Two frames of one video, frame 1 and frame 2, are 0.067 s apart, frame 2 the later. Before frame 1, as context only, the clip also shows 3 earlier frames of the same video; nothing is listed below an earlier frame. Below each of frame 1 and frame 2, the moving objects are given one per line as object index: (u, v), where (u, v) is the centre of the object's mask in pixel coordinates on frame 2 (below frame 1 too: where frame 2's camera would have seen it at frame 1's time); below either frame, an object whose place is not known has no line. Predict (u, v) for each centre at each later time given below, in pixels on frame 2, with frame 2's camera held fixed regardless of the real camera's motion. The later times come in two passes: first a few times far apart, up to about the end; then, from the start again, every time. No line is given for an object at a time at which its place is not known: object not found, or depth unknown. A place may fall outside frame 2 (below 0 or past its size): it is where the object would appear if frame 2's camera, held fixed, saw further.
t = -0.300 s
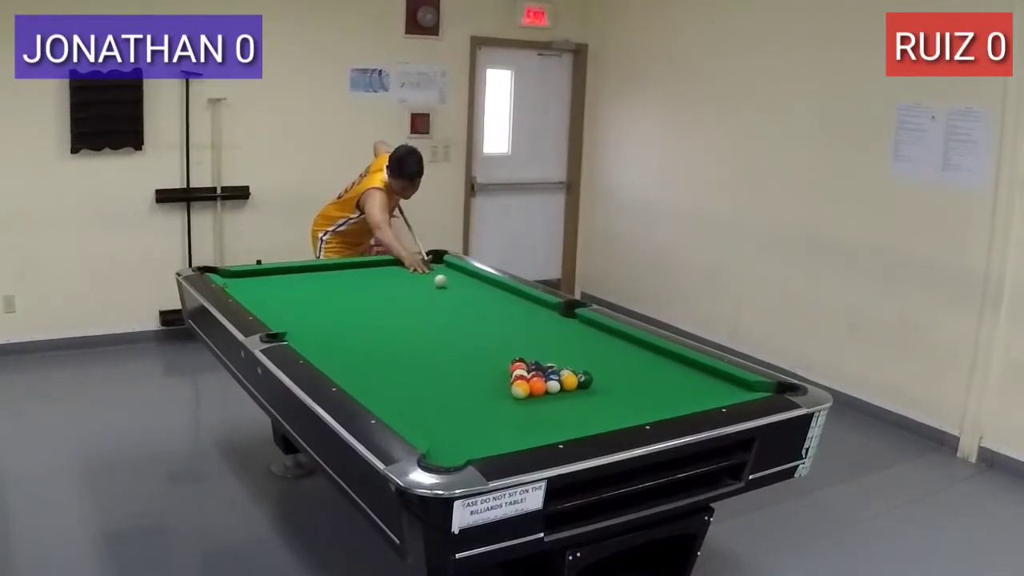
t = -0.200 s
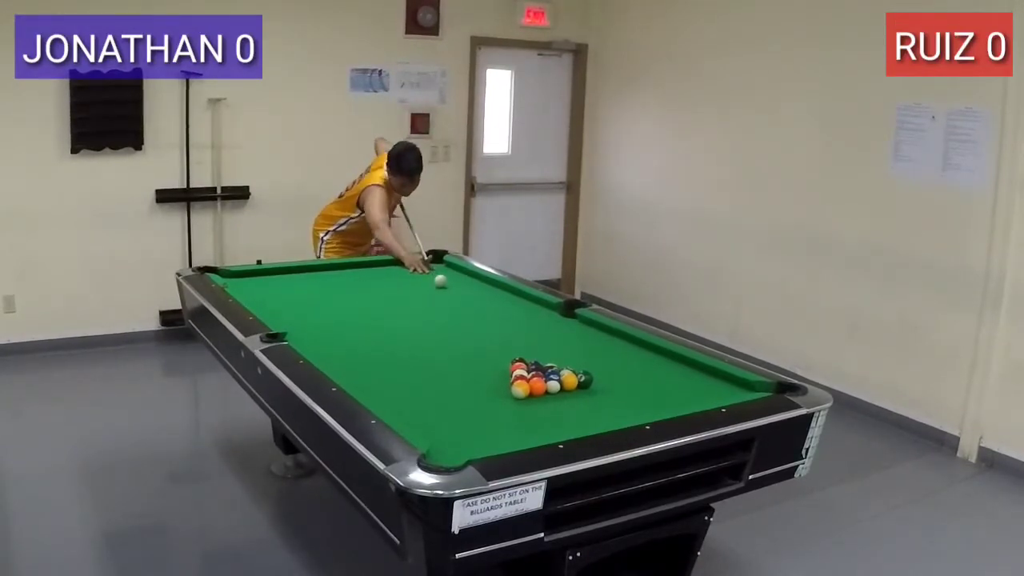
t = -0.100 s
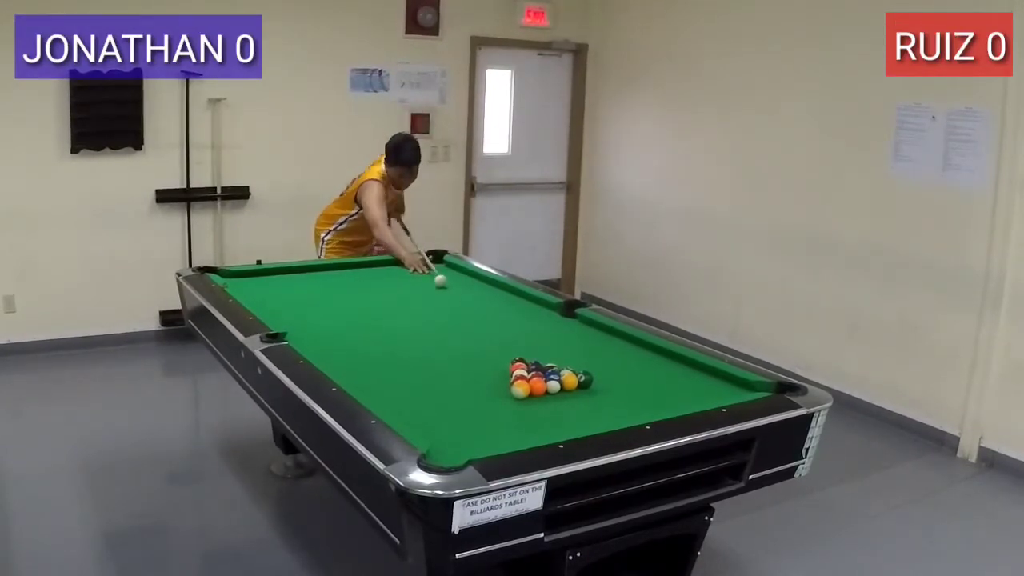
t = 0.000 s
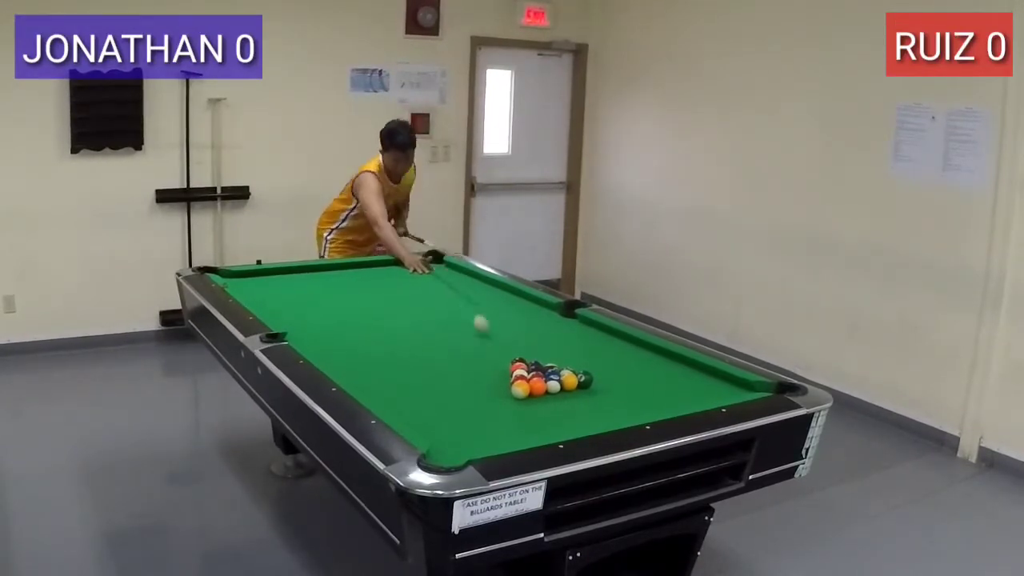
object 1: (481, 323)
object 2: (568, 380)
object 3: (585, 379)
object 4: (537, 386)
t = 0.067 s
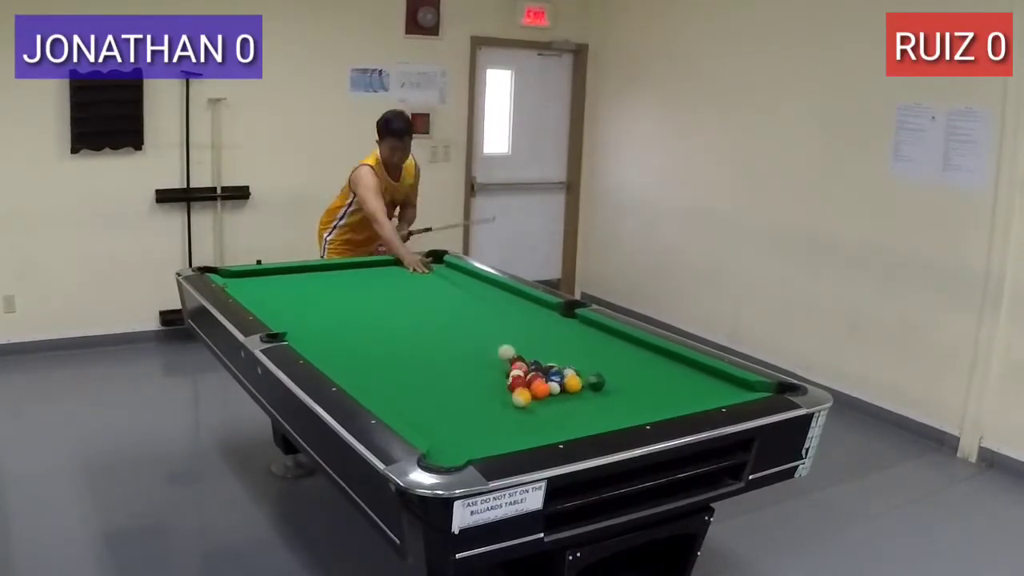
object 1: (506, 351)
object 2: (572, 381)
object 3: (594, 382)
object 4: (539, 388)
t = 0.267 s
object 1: (434, 338)
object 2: (614, 407)
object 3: (713, 395)
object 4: (571, 419)
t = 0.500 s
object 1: (358, 353)
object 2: (625, 410)
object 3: (703, 371)
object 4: (559, 420)
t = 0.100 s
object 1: (495, 341)
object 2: (580, 388)
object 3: (622, 386)
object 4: (545, 395)
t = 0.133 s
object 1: (483, 334)
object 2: (587, 392)
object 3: (647, 391)
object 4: (551, 400)
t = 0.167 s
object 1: (471, 330)
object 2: (595, 396)
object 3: (672, 395)
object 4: (555, 405)
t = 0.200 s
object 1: (458, 330)
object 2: (601, 400)
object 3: (695, 398)
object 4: (560, 409)
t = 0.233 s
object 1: (446, 332)
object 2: (608, 403)
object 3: (713, 397)
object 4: (565, 414)
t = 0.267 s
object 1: (434, 338)
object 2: (614, 407)
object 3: (713, 395)
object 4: (571, 419)
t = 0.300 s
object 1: (422, 347)
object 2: (621, 410)
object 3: (711, 393)
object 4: (576, 422)
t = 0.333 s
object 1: (410, 351)
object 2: (627, 413)
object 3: (709, 389)
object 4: (580, 425)
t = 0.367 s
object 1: (399, 348)
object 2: (634, 415)
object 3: (708, 385)
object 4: (578, 425)
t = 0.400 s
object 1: (389, 347)
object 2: (633, 414)
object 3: (707, 381)
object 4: (572, 424)
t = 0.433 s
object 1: (378, 350)
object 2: (630, 412)
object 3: (705, 377)
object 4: (567, 423)
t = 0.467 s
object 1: (368, 352)
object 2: (628, 411)
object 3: (704, 374)
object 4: (563, 421)
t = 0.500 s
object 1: (358, 353)
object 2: (625, 410)
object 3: (703, 371)
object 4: (559, 420)
